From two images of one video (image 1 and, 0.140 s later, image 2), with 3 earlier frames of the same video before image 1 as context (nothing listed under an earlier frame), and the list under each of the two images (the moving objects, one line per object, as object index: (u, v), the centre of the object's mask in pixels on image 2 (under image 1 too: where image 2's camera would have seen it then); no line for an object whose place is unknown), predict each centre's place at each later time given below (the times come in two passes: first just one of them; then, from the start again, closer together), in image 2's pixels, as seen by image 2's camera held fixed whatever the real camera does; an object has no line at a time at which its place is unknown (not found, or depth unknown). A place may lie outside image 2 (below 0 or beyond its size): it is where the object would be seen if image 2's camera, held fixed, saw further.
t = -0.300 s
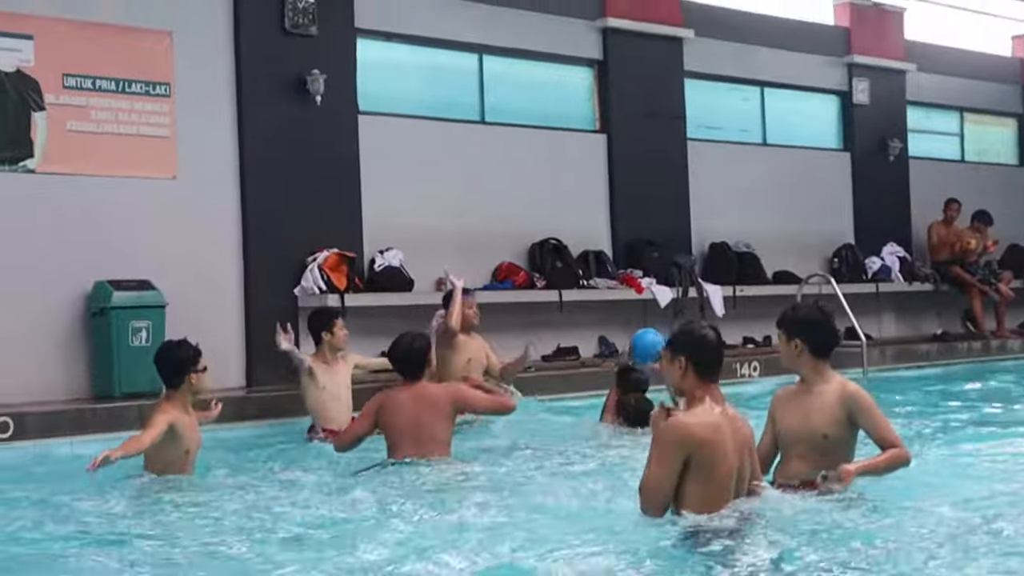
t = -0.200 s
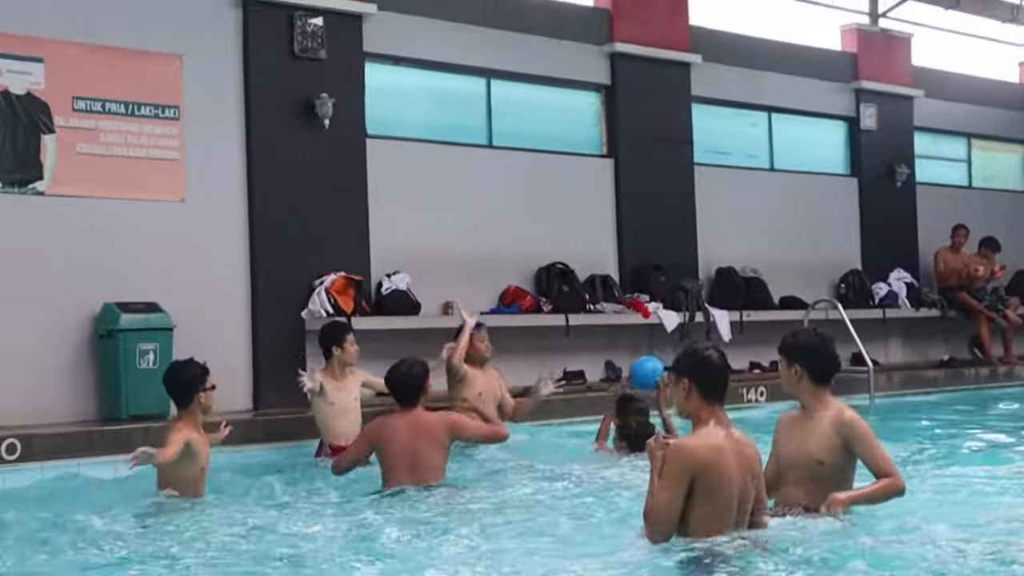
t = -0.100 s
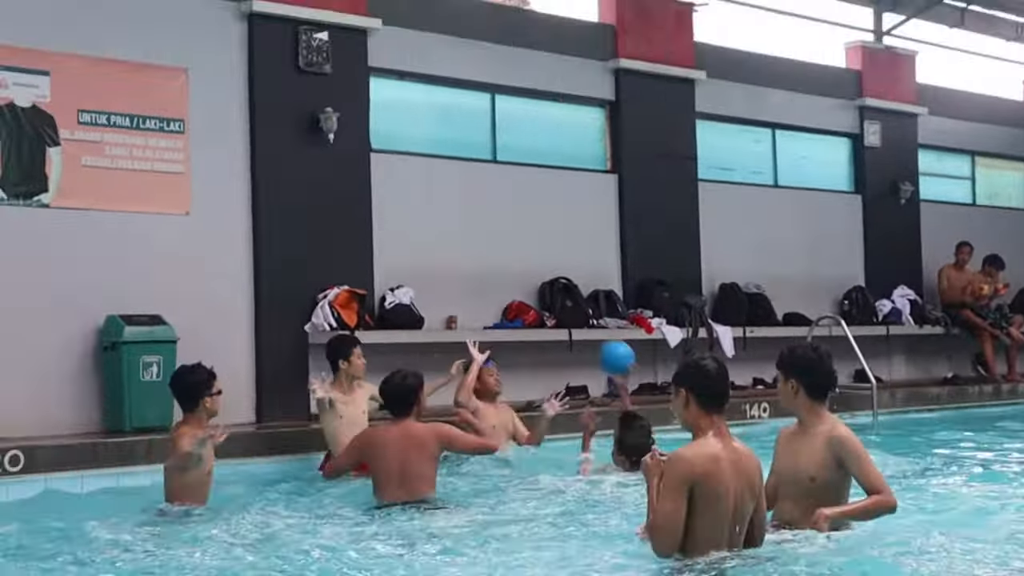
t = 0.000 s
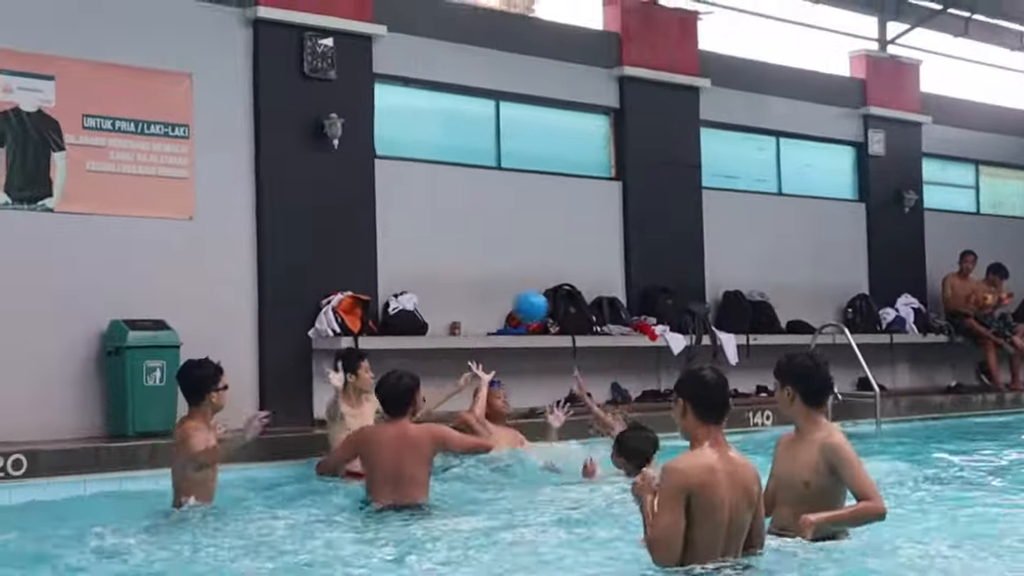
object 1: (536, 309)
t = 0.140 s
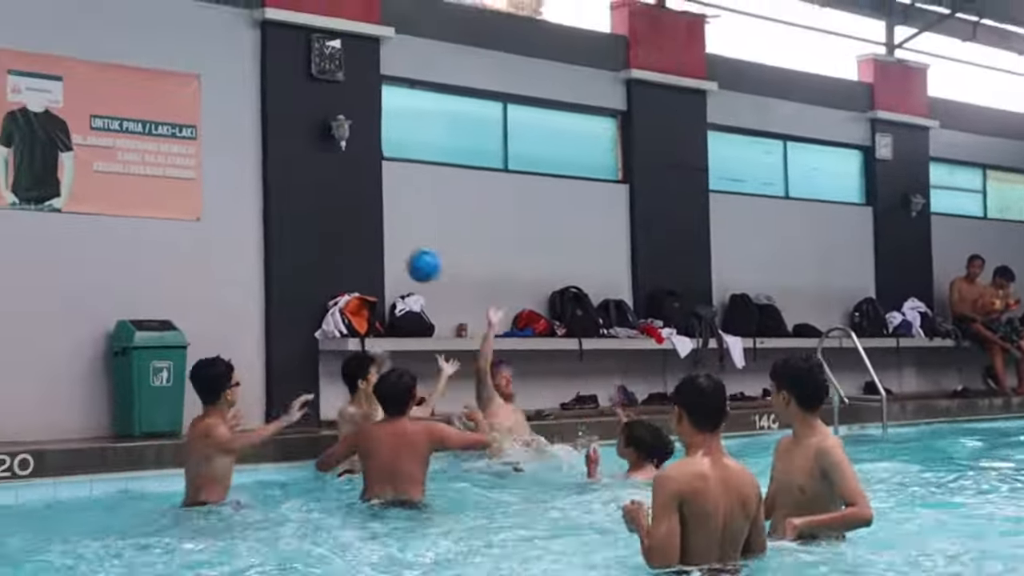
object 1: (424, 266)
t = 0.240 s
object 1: (349, 251)
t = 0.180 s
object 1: (394, 259)
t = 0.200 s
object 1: (379, 255)
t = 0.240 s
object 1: (349, 251)
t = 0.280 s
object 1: (321, 248)
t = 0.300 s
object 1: (307, 249)
